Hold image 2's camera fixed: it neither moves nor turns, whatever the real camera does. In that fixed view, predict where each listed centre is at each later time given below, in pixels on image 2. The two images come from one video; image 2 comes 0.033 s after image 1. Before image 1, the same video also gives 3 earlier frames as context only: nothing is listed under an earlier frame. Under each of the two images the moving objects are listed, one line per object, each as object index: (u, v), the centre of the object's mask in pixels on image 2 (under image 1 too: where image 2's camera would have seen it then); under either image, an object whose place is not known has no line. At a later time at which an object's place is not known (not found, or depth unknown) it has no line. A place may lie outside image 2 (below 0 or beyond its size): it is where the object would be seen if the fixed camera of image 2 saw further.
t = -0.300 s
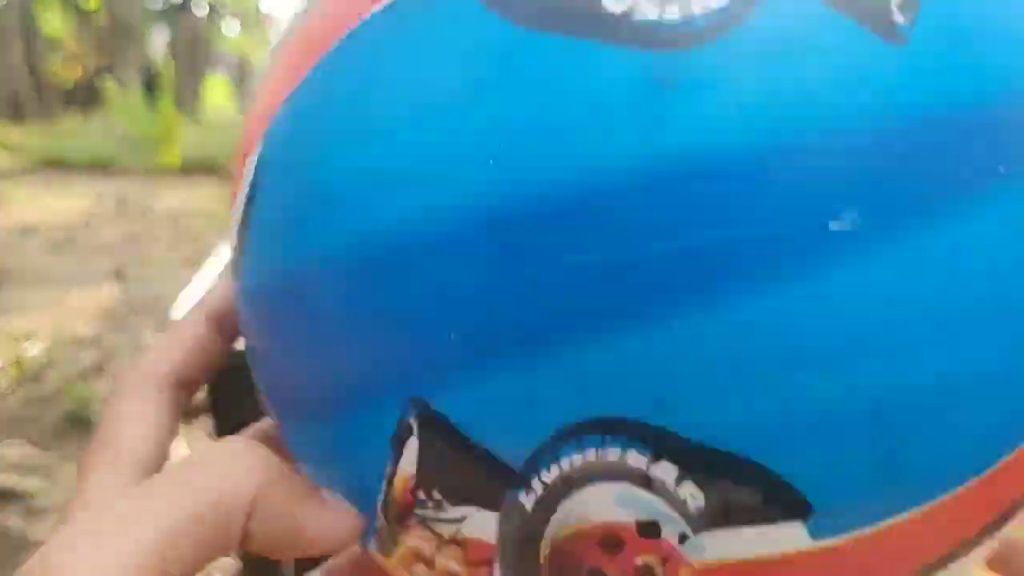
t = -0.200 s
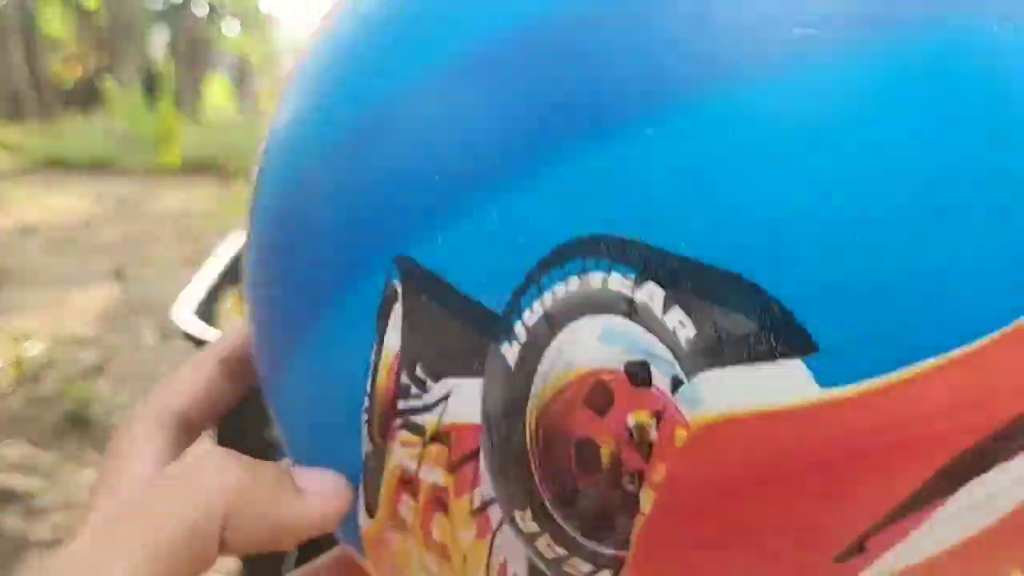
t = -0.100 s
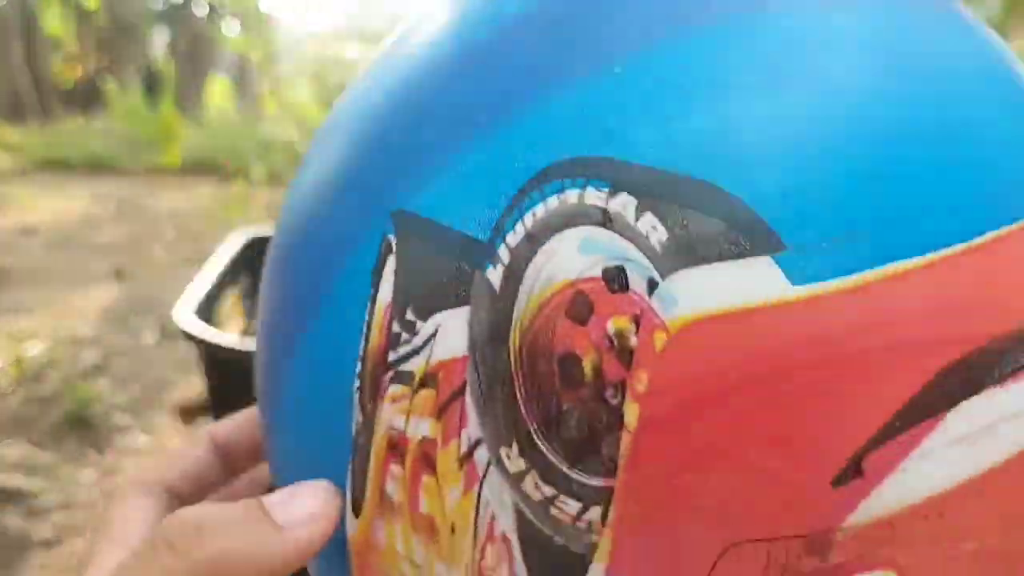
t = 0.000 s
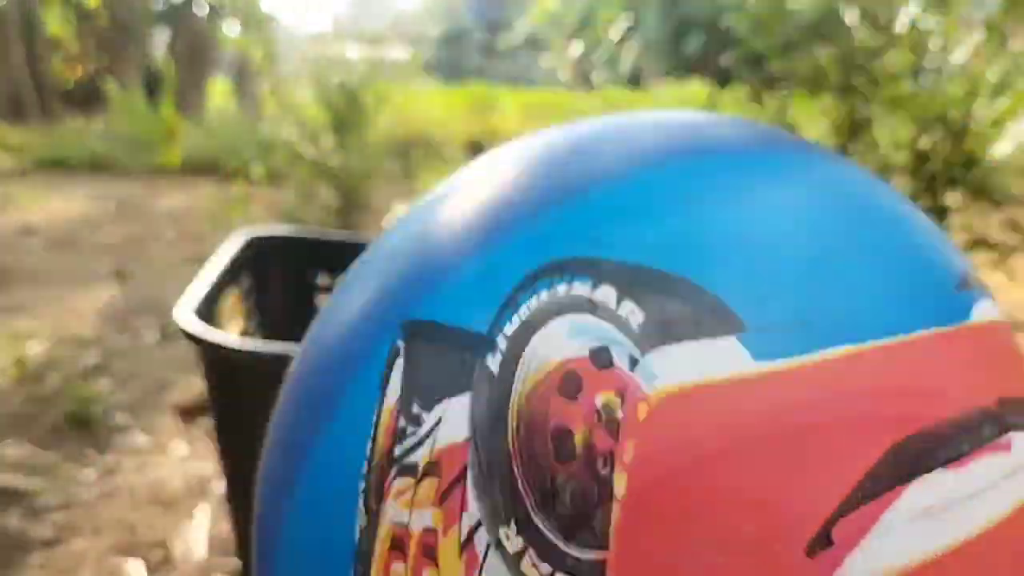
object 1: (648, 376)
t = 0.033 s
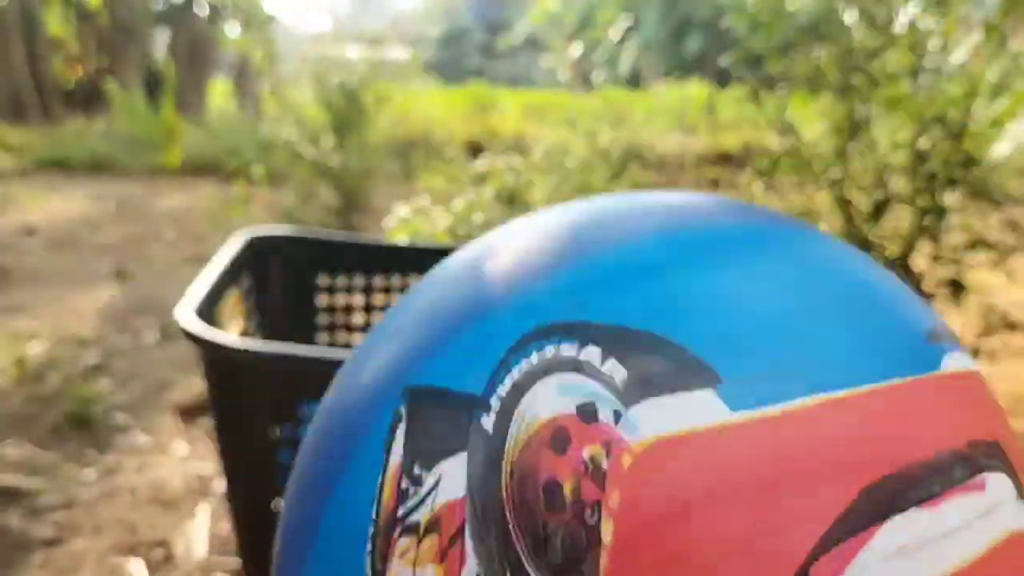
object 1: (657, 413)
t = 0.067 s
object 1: (662, 449)
